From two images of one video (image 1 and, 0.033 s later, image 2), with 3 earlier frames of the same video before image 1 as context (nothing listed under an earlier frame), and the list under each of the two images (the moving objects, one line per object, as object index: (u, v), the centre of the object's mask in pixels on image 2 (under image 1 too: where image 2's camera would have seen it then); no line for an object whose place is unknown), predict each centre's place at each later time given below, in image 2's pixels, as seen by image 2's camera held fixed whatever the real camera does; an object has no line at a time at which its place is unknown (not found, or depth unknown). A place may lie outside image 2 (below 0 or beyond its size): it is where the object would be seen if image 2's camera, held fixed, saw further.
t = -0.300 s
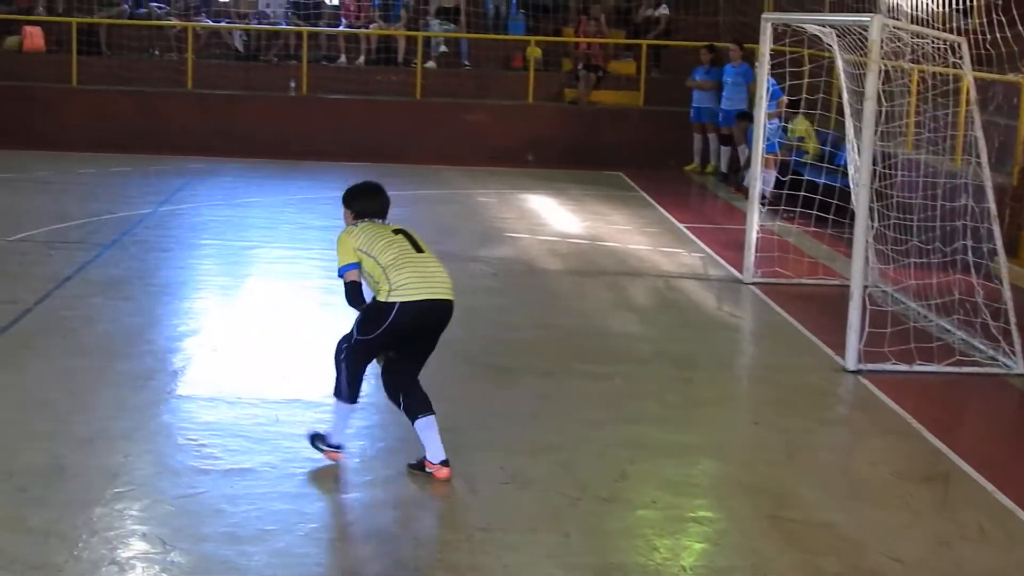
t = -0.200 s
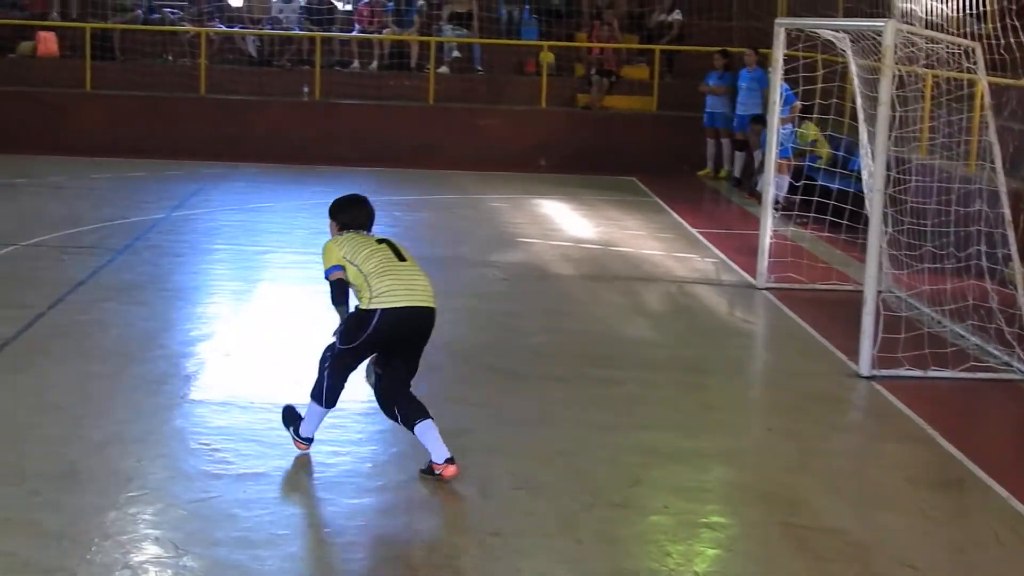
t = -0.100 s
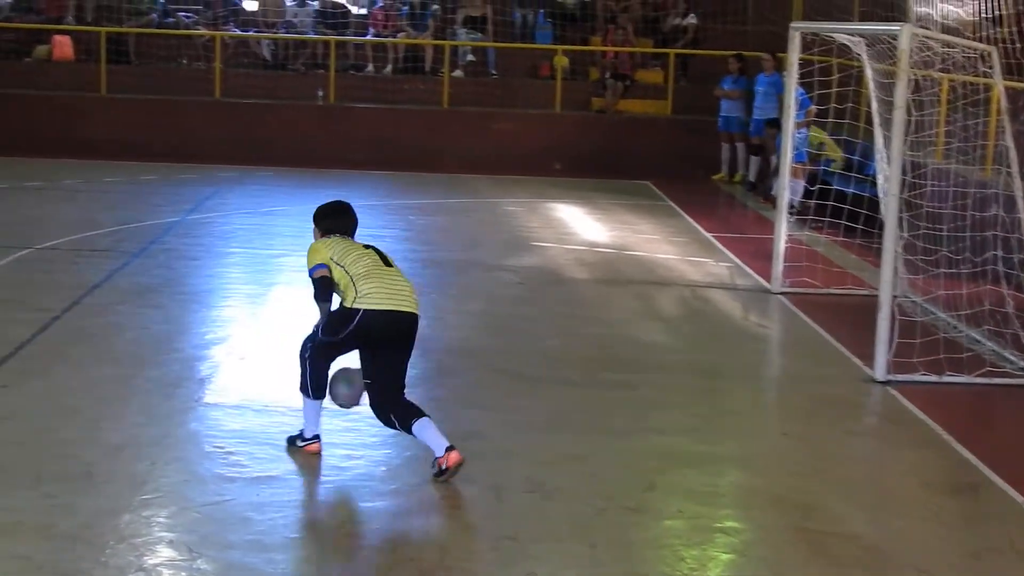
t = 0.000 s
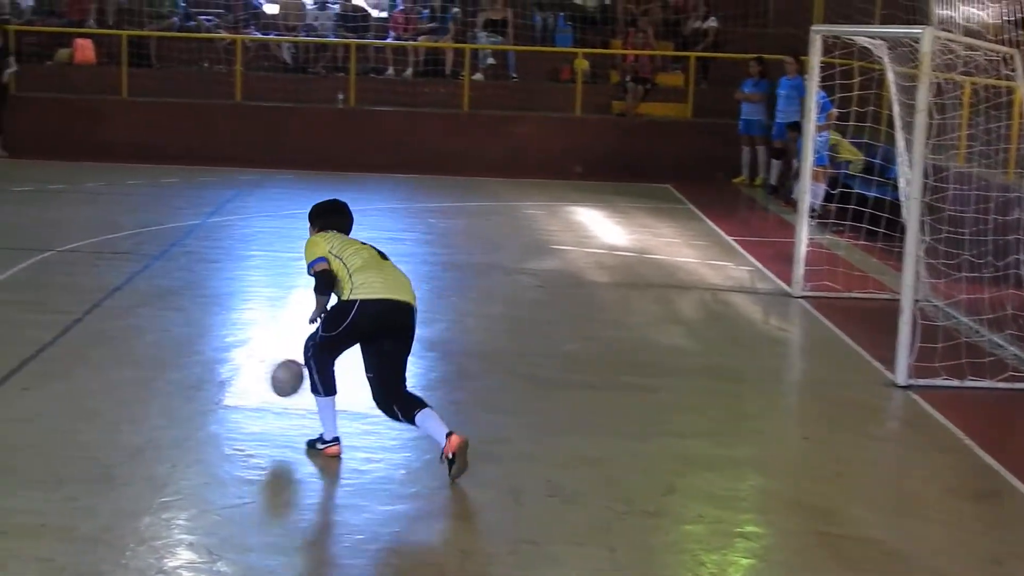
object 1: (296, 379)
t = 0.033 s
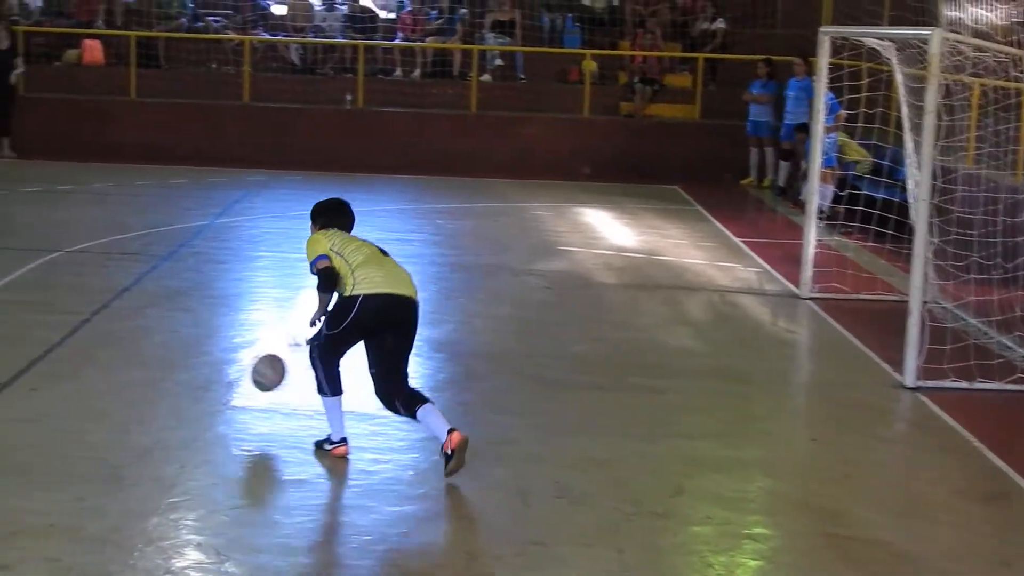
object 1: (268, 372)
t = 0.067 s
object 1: (242, 368)
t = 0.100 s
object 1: (218, 366)
